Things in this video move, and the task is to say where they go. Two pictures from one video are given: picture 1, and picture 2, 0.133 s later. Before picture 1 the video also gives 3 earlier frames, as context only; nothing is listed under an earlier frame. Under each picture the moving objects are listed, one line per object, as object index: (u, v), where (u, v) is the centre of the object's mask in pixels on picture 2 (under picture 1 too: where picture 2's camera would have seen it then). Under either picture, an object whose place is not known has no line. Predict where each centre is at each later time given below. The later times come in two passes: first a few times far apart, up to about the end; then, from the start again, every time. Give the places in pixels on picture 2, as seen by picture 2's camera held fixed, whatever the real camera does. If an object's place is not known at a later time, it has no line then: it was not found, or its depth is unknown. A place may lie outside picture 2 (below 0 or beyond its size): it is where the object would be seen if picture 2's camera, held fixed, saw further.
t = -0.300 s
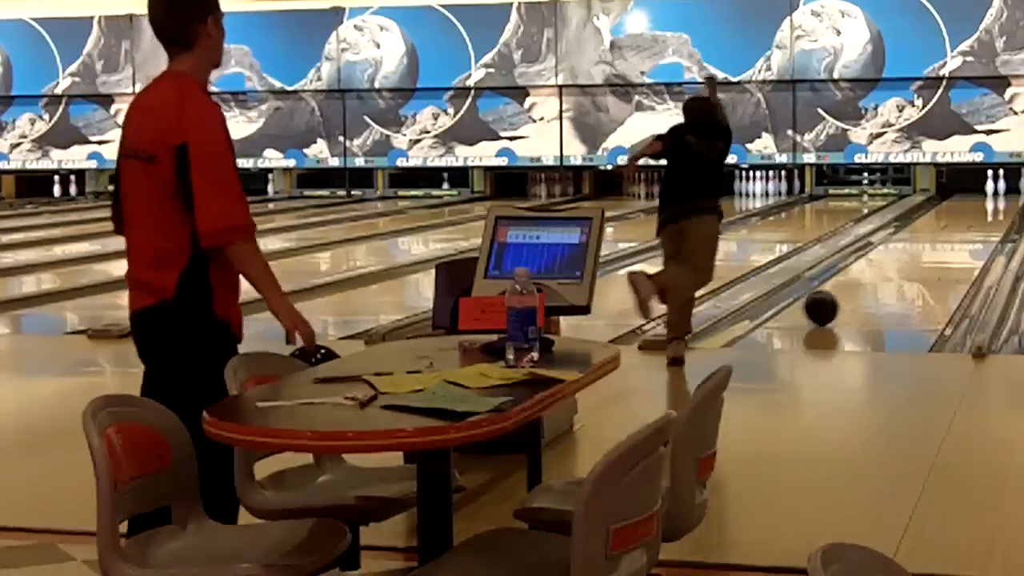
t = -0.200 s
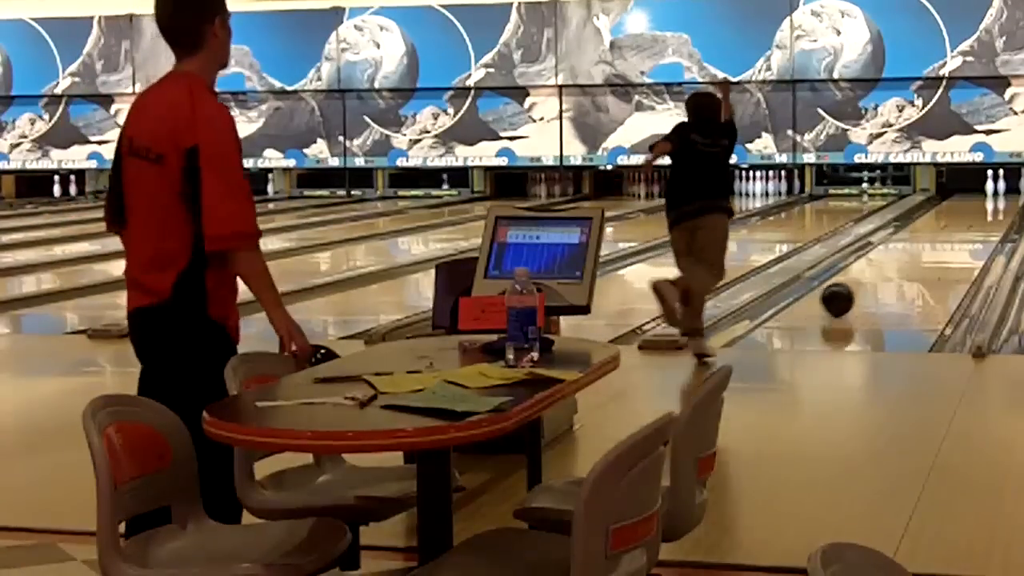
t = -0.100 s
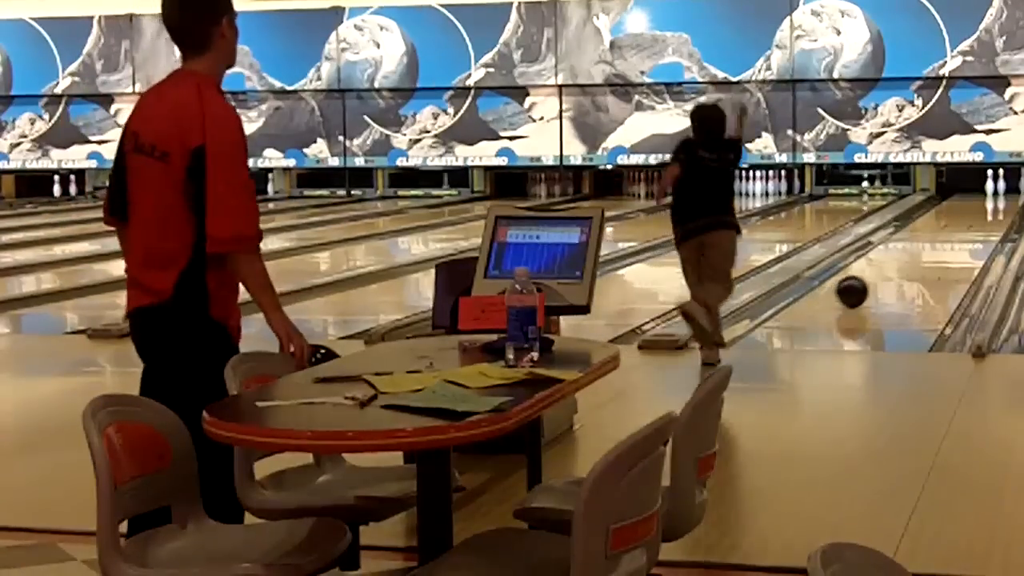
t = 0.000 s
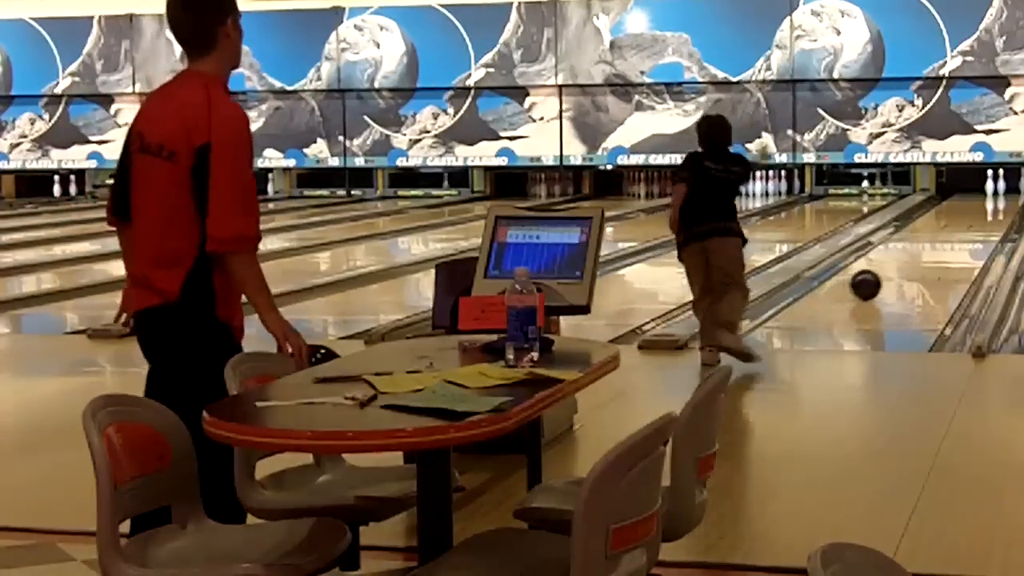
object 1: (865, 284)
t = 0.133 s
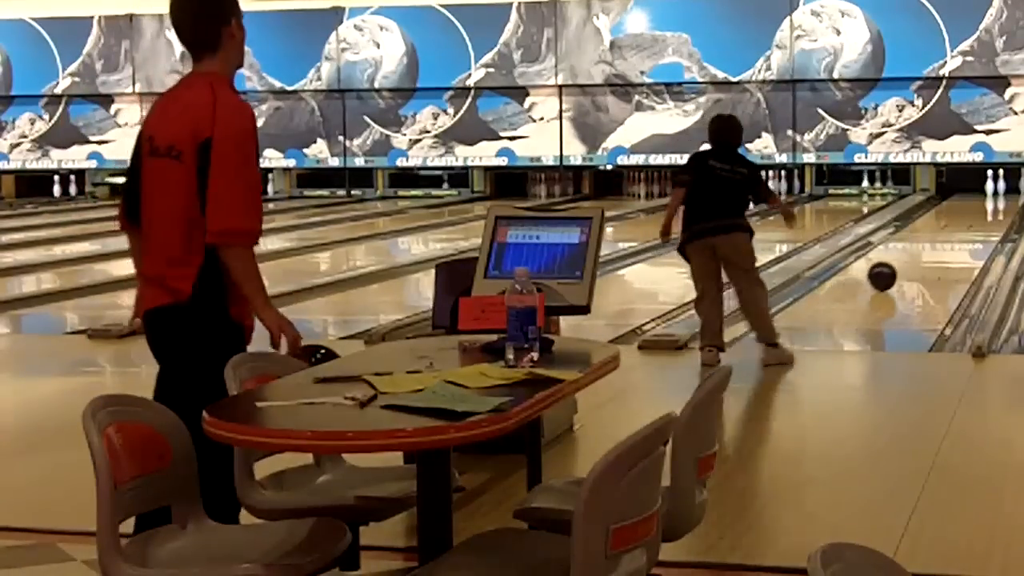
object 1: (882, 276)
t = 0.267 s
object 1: (896, 268)
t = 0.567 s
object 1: (924, 253)
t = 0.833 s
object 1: (943, 241)
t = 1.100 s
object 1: (959, 232)
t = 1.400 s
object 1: (973, 224)
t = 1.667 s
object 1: (983, 216)
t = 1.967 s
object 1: (991, 209)
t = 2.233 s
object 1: (995, 203)
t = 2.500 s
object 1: (994, 199)
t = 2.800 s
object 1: (990, 194)
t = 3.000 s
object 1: (989, 192)
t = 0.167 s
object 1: (886, 274)
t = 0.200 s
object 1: (889, 272)
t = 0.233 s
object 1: (893, 270)
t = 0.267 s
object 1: (896, 268)
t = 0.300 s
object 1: (900, 266)
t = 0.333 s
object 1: (903, 264)
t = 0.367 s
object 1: (906, 263)
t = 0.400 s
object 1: (909, 261)
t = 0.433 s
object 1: (912, 259)
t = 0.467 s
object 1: (915, 258)
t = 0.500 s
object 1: (918, 256)
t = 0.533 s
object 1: (921, 254)
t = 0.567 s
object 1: (924, 253)
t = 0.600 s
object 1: (927, 251)
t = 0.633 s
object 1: (929, 250)
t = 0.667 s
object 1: (932, 248)
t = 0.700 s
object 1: (934, 247)
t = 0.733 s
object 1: (936, 246)
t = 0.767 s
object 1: (939, 244)
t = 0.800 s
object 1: (941, 243)
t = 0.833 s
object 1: (943, 241)
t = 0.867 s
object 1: (945, 240)
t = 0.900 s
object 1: (947, 239)
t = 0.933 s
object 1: (949, 238)
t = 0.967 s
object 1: (952, 237)
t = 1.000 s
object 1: (954, 235)
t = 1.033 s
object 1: (955, 234)
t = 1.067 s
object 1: (957, 233)
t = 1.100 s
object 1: (959, 232)
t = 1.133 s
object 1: (961, 231)
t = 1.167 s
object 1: (963, 230)
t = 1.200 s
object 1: (964, 229)
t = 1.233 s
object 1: (966, 228)
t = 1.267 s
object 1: (968, 227)
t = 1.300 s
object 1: (969, 226)
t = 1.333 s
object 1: (970, 226)
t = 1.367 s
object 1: (972, 225)
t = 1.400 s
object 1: (973, 224)
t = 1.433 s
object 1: (974, 223)
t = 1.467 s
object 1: (976, 222)
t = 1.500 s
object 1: (977, 221)
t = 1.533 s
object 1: (978, 219)
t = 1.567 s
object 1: (980, 218)
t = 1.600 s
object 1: (981, 217)
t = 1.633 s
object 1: (982, 217)
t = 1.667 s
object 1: (983, 216)
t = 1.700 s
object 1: (984, 215)
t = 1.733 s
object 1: (985, 214)
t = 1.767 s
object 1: (986, 213)
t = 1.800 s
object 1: (987, 212)
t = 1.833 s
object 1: (988, 212)
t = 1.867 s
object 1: (989, 211)
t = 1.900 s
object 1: (989, 210)
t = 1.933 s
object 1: (990, 210)
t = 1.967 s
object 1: (991, 209)
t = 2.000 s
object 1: (992, 208)
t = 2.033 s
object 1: (992, 207)
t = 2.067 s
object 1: (993, 207)
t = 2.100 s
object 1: (994, 206)
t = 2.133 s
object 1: (994, 205)
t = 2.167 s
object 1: (994, 205)
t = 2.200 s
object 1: (995, 204)
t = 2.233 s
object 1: (995, 203)
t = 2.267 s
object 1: (995, 203)
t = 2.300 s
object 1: (995, 202)
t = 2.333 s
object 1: (995, 202)
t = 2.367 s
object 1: (995, 202)
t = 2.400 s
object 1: (994, 201)
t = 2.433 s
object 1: (994, 200)
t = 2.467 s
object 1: (994, 200)
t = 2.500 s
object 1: (994, 199)
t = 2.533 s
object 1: (993, 198)
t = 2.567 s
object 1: (993, 198)
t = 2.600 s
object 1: (992, 197)
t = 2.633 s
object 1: (992, 197)
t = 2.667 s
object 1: (992, 197)
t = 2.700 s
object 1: (991, 196)
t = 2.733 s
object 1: (991, 195)
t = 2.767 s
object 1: (990, 195)
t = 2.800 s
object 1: (990, 194)
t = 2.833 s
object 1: (990, 194)
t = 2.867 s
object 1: (990, 193)
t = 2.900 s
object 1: (990, 193)
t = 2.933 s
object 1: (990, 192)
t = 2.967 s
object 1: (990, 192)
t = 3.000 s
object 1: (989, 192)
